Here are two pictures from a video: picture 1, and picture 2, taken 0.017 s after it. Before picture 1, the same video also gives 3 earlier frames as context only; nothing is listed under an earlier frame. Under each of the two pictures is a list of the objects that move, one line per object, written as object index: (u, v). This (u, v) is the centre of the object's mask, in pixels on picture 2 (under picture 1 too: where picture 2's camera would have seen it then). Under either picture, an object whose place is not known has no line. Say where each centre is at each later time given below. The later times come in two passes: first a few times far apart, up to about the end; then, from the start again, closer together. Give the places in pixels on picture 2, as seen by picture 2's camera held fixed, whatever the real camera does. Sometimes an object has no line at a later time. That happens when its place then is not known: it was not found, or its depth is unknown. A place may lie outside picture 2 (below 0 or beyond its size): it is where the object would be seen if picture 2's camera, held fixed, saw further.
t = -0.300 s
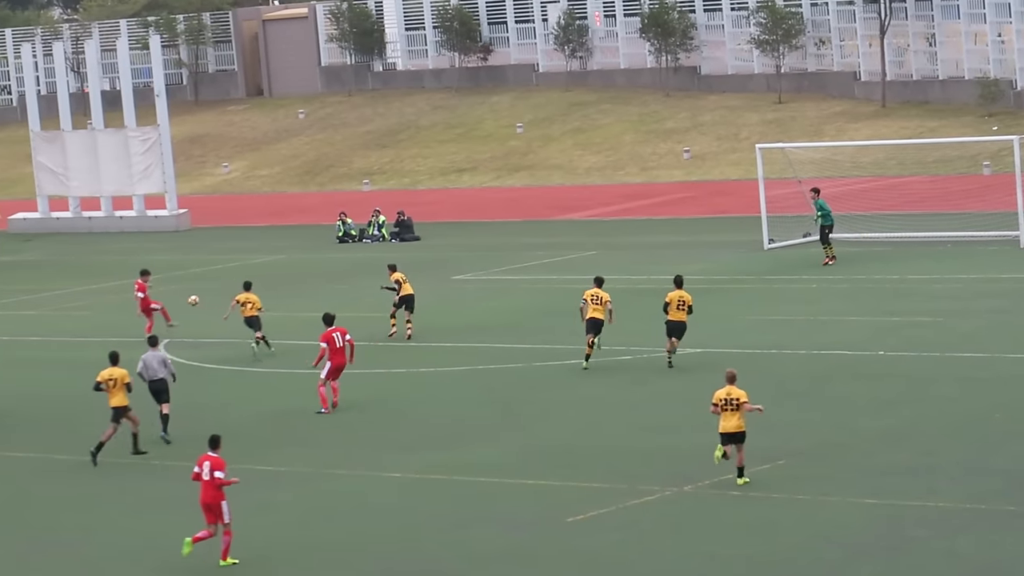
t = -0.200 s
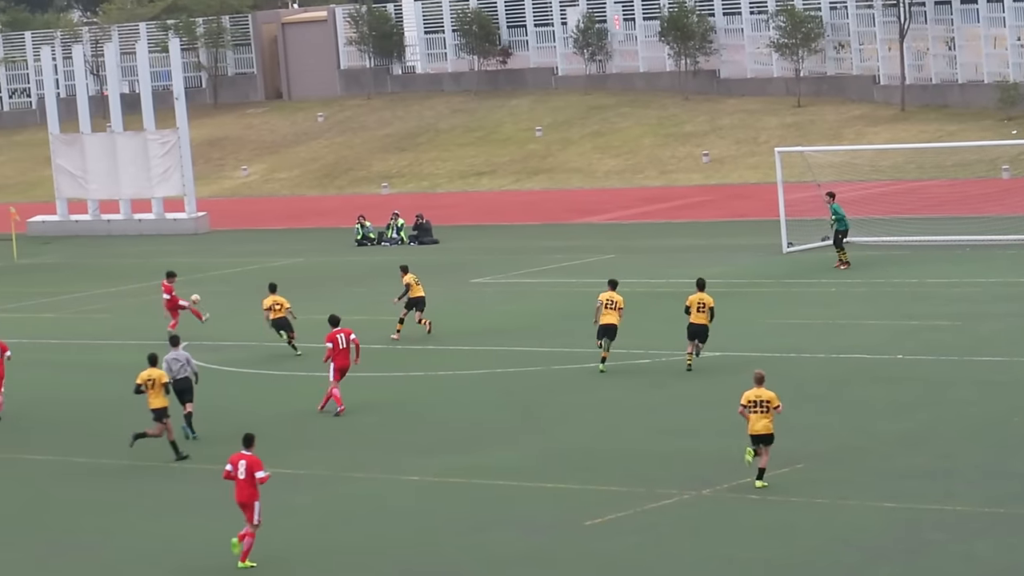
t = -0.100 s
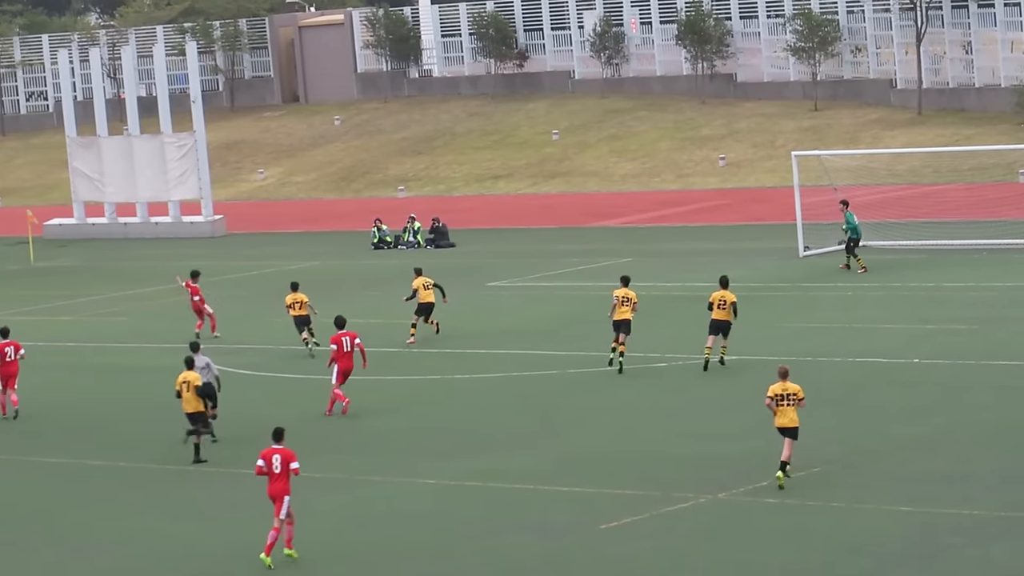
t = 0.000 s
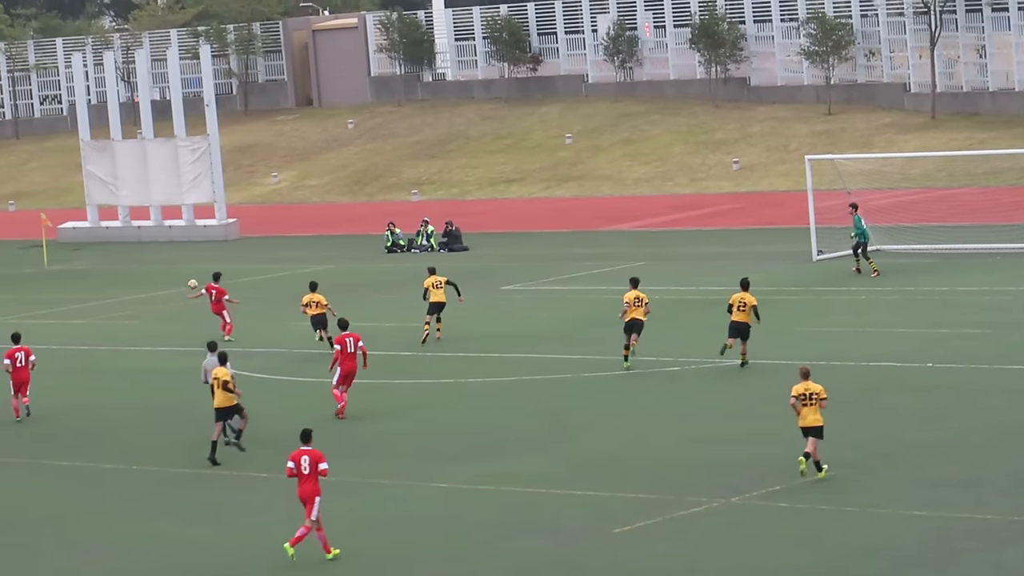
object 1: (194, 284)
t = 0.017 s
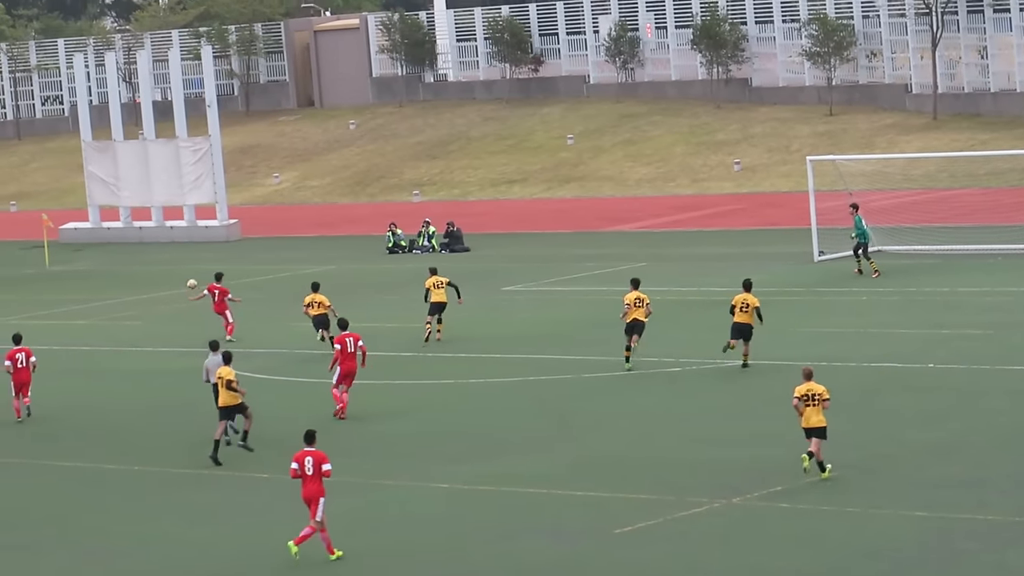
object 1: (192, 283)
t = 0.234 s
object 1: (165, 284)
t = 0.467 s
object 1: (145, 309)
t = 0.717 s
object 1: (118, 293)
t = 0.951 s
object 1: (95, 284)
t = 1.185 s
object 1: (75, 299)
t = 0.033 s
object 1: (190, 282)
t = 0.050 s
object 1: (187, 281)
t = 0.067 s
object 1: (185, 281)
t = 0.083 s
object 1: (182, 281)
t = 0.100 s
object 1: (180, 281)
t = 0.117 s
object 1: (178, 281)
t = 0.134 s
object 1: (176, 281)
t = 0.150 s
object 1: (175, 281)
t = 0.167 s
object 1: (172, 281)
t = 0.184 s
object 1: (170, 283)
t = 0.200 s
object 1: (169, 283)
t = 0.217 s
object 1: (166, 283)
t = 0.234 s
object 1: (165, 284)
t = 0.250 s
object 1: (163, 285)
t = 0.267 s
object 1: (161, 286)
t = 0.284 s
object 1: (159, 288)
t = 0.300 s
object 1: (158, 289)
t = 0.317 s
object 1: (156, 290)
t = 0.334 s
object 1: (155, 292)
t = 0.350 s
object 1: (153, 294)
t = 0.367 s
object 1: (152, 295)
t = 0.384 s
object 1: (151, 297)
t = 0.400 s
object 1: (149, 299)
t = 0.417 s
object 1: (148, 301)
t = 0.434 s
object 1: (147, 304)
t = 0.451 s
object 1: (146, 306)
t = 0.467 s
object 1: (145, 309)
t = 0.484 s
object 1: (143, 311)
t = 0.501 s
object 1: (142, 313)
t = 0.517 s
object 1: (142, 316)
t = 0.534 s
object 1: (140, 318)
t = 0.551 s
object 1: (138, 314)
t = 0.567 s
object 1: (135, 312)
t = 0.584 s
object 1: (133, 309)
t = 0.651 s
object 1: (125, 300)
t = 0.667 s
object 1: (123, 298)
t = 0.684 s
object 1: (122, 296)
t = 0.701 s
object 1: (120, 295)
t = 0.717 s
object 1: (118, 293)
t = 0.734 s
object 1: (116, 292)
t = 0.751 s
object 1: (114, 290)
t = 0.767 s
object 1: (113, 289)
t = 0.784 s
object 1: (111, 288)
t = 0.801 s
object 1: (110, 287)
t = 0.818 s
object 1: (108, 286)
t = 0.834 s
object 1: (106, 285)
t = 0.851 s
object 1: (105, 285)
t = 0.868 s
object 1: (103, 285)
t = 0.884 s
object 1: (101, 284)
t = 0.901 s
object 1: (100, 284)
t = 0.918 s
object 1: (98, 284)
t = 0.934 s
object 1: (97, 284)
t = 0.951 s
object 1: (95, 284)
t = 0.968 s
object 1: (94, 284)
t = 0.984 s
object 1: (92, 285)
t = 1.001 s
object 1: (91, 285)
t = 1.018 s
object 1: (90, 286)
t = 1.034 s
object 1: (88, 286)
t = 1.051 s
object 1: (87, 288)
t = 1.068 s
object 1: (85, 289)
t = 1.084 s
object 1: (84, 289)
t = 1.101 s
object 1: (83, 291)
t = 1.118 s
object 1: (81, 292)
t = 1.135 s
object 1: (79, 294)
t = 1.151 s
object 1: (78, 296)
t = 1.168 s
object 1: (77, 297)
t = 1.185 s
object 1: (75, 299)
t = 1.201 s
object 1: (76, 301)
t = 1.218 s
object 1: (74, 303)
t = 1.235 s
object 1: (72, 305)
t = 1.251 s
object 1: (72, 307)
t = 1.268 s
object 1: (71, 309)
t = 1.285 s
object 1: (68, 308)
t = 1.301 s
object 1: (66, 306)
